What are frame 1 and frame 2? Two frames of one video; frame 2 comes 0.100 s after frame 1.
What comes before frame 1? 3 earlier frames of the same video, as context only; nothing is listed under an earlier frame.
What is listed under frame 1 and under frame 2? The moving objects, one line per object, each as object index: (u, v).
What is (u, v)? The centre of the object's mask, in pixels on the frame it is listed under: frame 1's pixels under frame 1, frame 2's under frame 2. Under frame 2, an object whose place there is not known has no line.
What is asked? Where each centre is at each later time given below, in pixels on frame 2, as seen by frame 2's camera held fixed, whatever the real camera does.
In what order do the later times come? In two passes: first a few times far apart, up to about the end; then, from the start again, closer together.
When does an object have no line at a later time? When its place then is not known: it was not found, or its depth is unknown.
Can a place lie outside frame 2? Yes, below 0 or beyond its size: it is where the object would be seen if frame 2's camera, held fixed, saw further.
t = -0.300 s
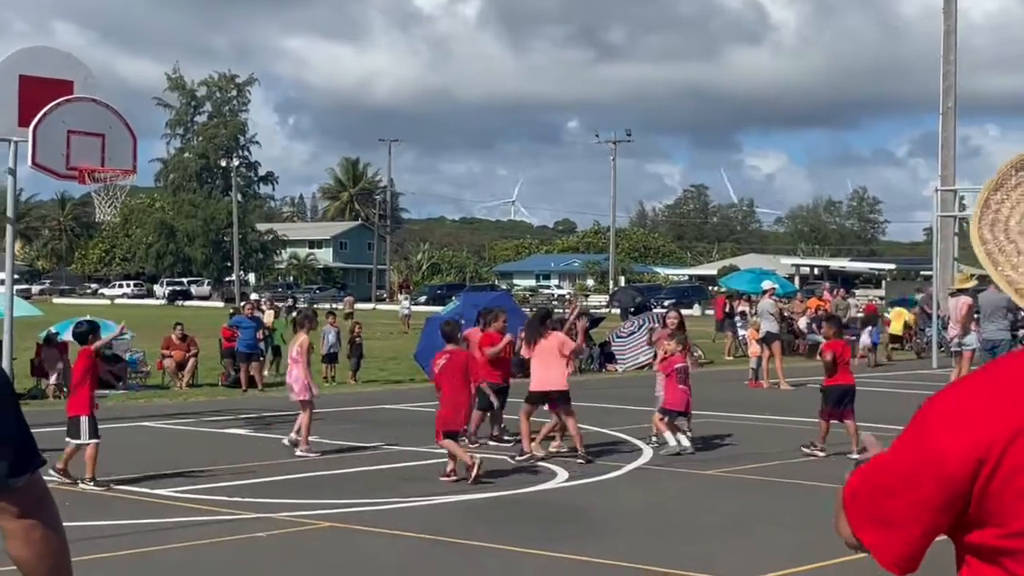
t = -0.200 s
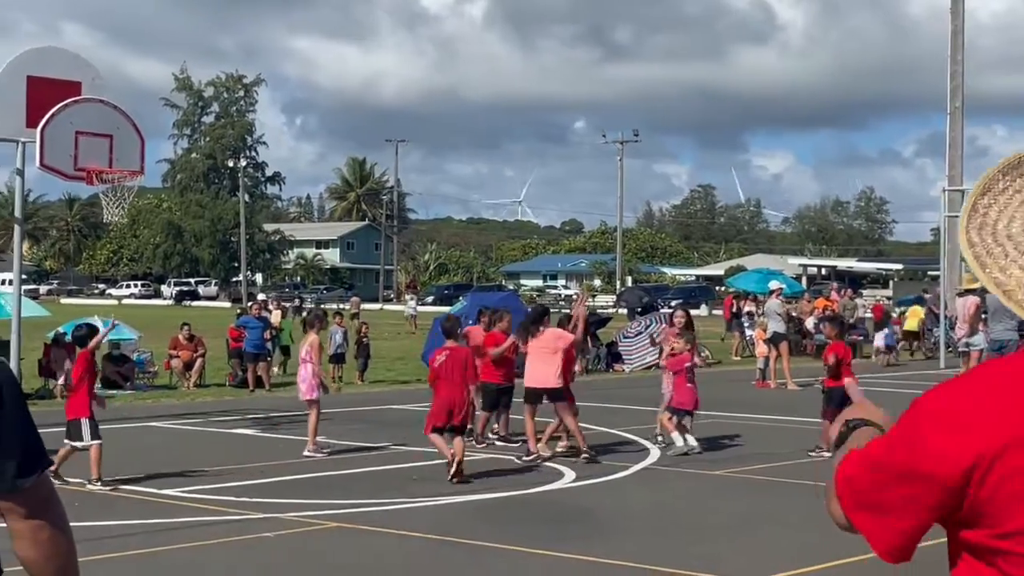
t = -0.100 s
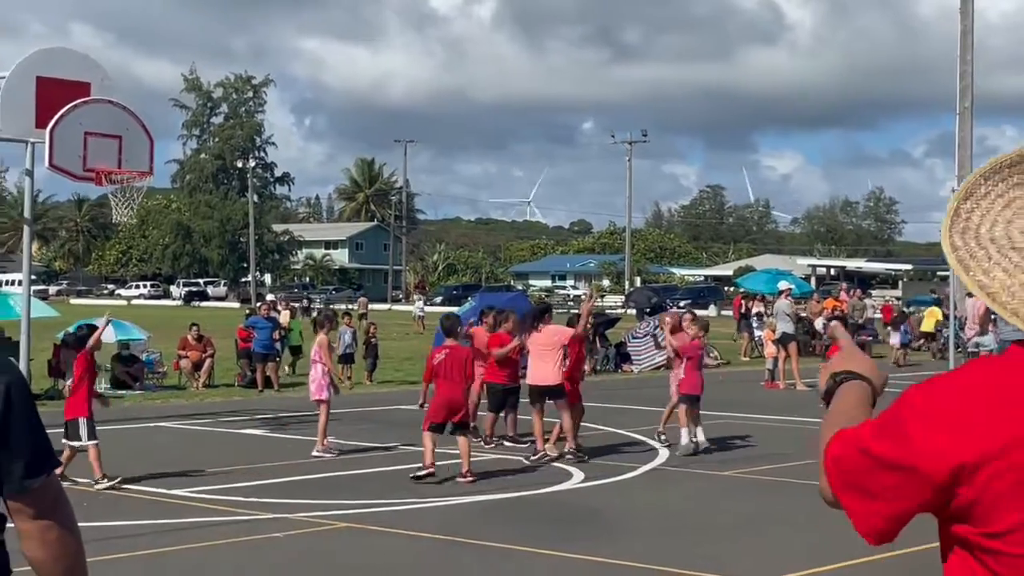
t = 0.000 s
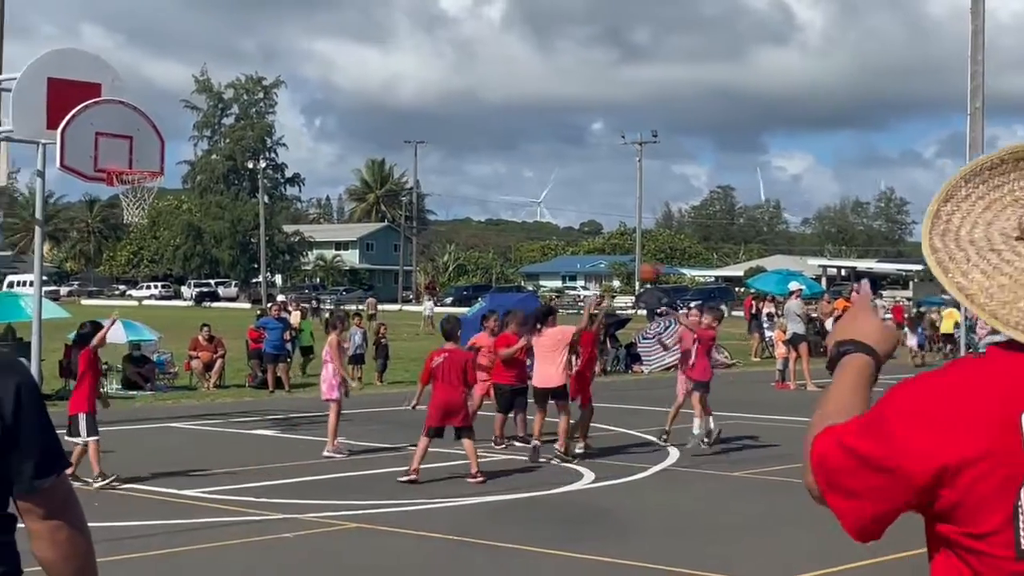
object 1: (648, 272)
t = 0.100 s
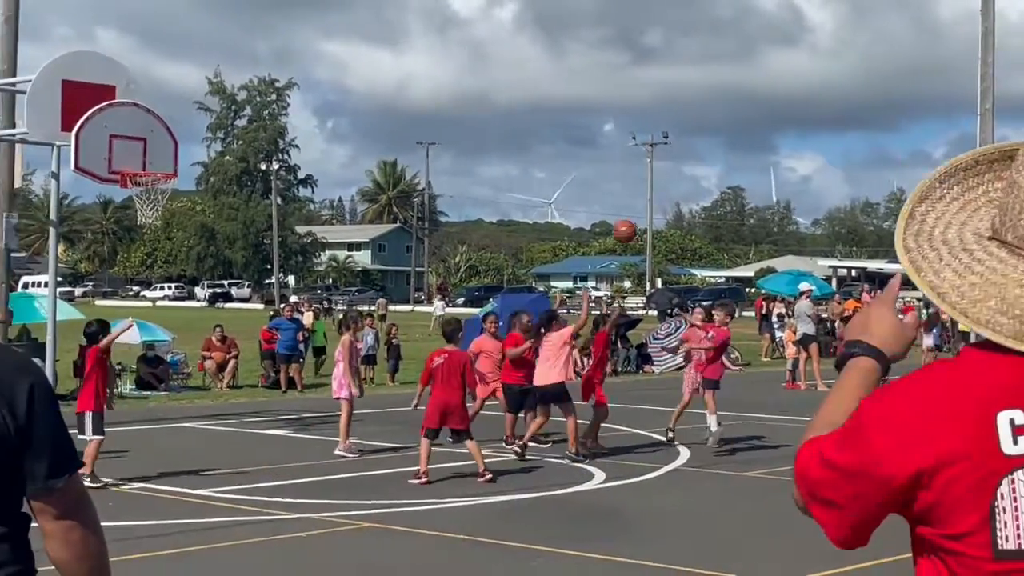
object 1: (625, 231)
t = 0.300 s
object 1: (551, 176)
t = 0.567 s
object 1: (450, 165)
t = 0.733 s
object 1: (385, 199)
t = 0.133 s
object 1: (612, 219)
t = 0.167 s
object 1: (600, 208)
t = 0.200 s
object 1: (588, 198)
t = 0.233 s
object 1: (575, 190)
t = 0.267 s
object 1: (564, 182)
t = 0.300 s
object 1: (551, 176)
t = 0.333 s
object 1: (539, 170)
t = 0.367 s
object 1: (526, 166)
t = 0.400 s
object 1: (514, 163)
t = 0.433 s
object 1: (501, 161)
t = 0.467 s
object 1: (489, 160)
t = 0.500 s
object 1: (476, 161)
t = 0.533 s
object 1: (463, 162)
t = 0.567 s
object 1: (450, 165)
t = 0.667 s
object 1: (412, 181)
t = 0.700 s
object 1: (397, 189)
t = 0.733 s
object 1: (385, 199)
